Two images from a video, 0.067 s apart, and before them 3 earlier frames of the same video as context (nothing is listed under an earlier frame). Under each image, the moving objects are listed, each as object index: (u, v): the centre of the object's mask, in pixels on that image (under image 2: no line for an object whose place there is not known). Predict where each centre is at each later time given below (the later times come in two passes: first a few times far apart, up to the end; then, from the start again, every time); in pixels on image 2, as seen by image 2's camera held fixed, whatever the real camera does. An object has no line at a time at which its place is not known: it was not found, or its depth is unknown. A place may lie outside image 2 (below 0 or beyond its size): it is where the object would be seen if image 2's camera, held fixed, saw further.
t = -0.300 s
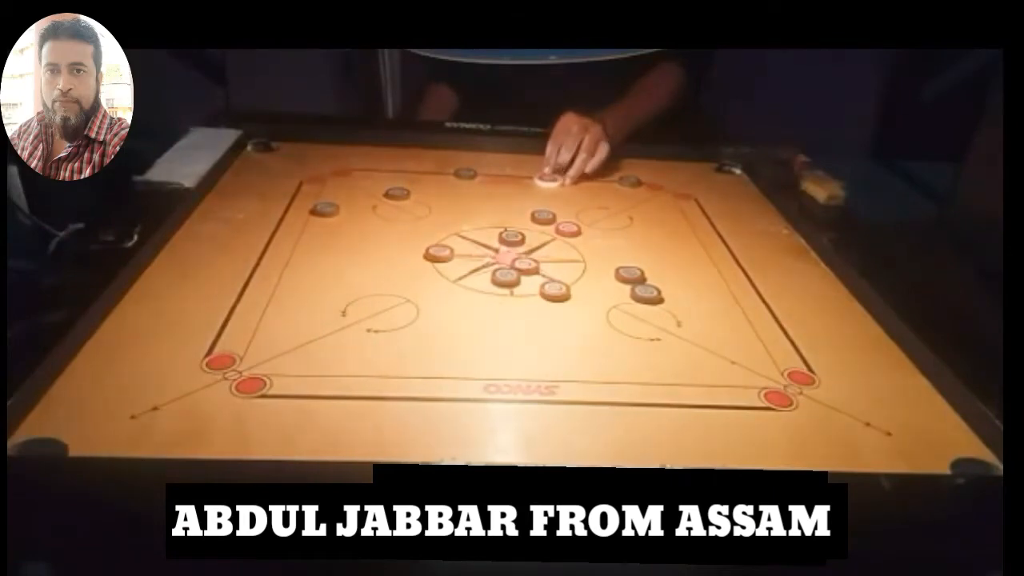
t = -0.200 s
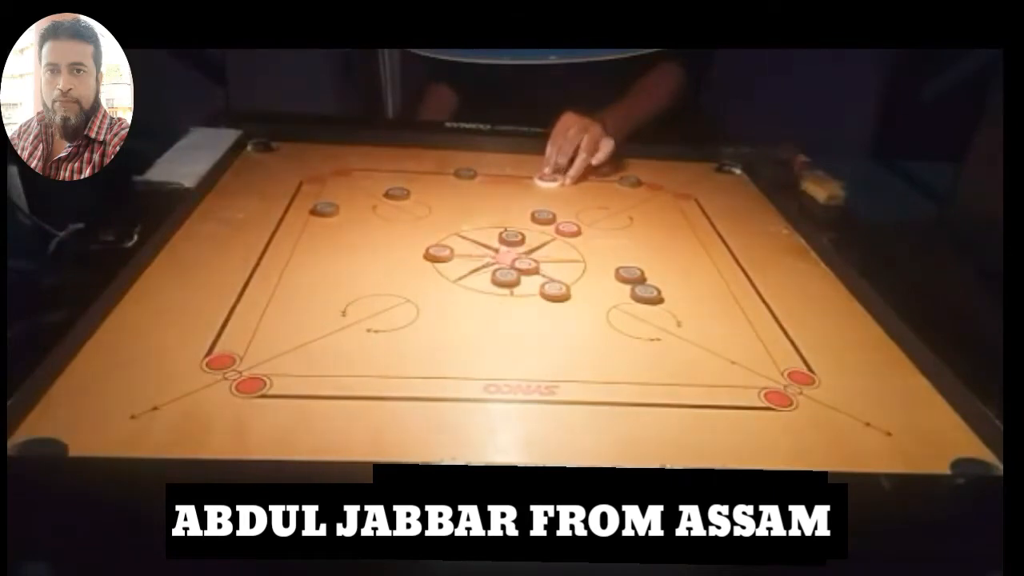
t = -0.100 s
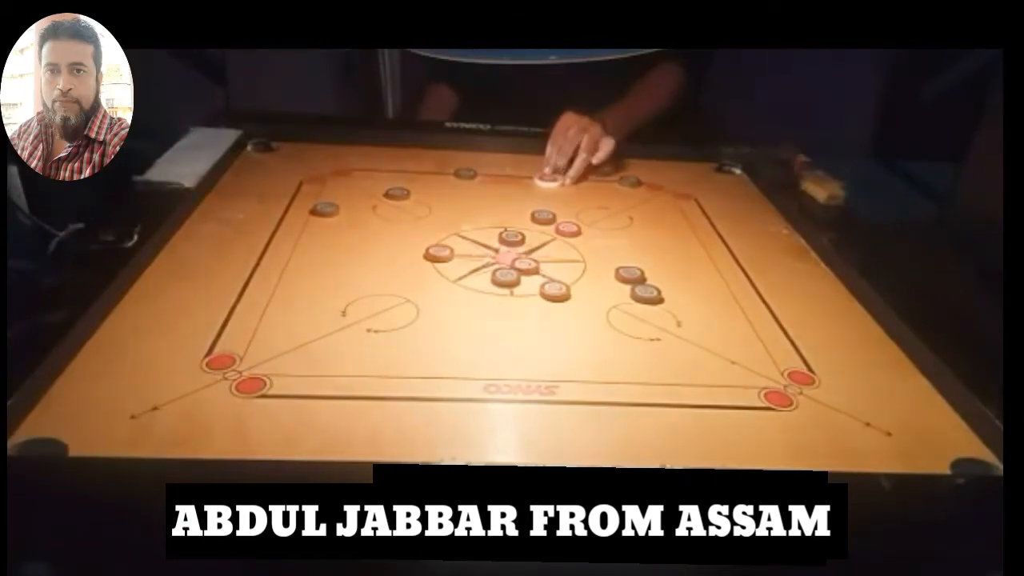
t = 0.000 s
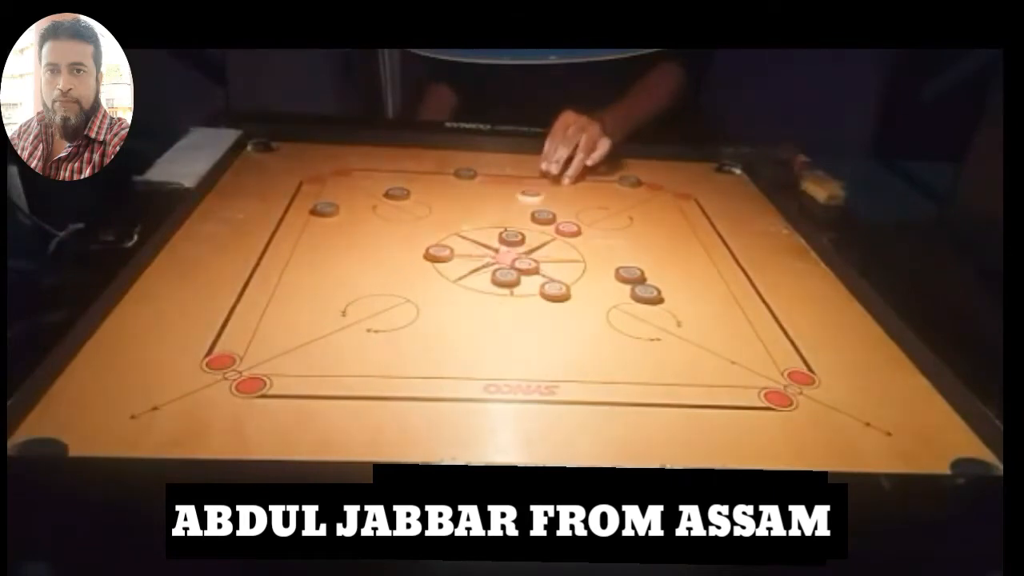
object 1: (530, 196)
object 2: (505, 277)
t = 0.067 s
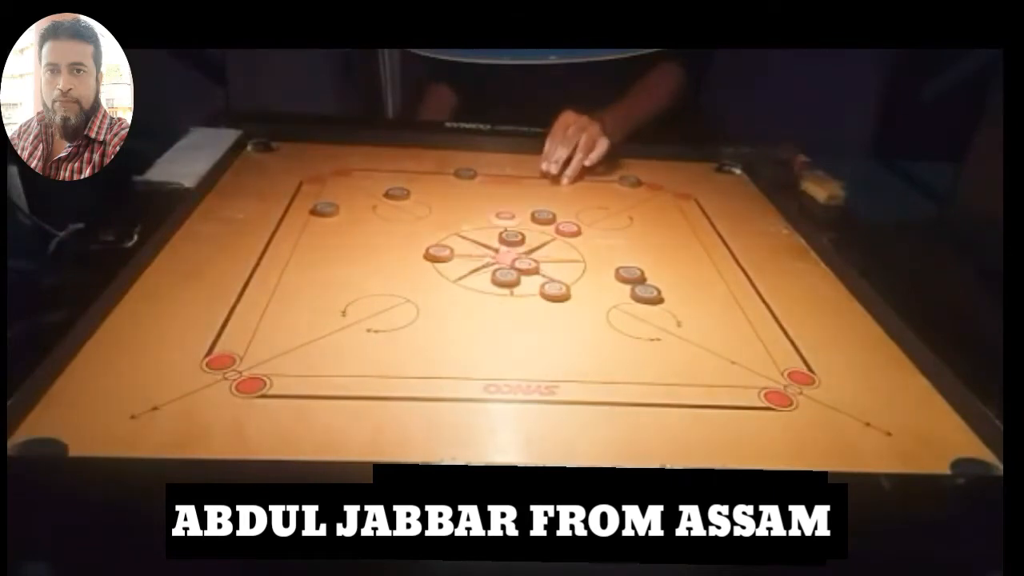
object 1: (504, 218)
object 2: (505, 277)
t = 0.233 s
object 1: (438, 253)
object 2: (487, 290)
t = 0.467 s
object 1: (396, 272)
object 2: (472, 301)
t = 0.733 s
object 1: (389, 275)
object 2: (472, 301)
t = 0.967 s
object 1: (389, 275)
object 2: (472, 300)
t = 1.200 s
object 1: (389, 275)
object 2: (472, 301)
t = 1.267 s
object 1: (389, 275)
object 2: (472, 301)
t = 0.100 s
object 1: (489, 229)
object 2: (506, 277)
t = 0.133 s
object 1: (470, 237)
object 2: (506, 278)
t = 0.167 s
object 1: (456, 244)
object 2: (500, 282)
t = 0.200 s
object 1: (446, 249)
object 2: (493, 286)
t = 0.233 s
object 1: (438, 253)
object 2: (487, 290)
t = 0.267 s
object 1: (430, 257)
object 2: (482, 293)
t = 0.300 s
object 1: (423, 260)
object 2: (478, 296)
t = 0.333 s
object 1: (416, 263)
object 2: (475, 298)
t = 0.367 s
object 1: (410, 266)
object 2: (473, 299)
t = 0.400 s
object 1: (405, 268)
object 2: (472, 300)
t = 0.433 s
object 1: (400, 270)
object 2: (472, 301)
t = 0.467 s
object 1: (396, 272)
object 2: (472, 301)
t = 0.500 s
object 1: (393, 274)
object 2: (472, 301)
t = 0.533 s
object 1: (391, 275)
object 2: (472, 301)
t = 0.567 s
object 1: (390, 275)
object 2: (472, 301)
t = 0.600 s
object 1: (390, 275)
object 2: (472, 301)
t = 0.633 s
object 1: (389, 275)
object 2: (472, 301)
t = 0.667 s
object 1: (389, 275)
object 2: (472, 301)
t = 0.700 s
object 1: (389, 275)
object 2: (472, 301)
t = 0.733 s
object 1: (389, 275)
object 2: (472, 301)
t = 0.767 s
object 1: (389, 275)
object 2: (472, 301)
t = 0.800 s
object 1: (389, 275)
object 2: (472, 301)
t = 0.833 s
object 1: (389, 275)
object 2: (472, 301)
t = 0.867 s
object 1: (389, 275)
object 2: (472, 301)
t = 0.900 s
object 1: (389, 275)
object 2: (472, 301)
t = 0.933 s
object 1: (389, 275)
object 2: (472, 301)
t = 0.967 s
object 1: (389, 275)
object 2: (472, 300)
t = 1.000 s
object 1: (389, 275)
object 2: (472, 301)
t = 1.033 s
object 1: (389, 275)
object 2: (472, 301)
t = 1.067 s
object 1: (389, 275)
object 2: (472, 301)
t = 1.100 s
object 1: (389, 275)
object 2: (472, 301)
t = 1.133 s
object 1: (389, 275)
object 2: (472, 301)
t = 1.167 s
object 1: (389, 275)
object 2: (472, 301)
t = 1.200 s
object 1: (389, 275)
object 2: (472, 301)
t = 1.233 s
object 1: (389, 275)
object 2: (472, 301)
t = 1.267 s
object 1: (389, 275)
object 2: (472, 301)
